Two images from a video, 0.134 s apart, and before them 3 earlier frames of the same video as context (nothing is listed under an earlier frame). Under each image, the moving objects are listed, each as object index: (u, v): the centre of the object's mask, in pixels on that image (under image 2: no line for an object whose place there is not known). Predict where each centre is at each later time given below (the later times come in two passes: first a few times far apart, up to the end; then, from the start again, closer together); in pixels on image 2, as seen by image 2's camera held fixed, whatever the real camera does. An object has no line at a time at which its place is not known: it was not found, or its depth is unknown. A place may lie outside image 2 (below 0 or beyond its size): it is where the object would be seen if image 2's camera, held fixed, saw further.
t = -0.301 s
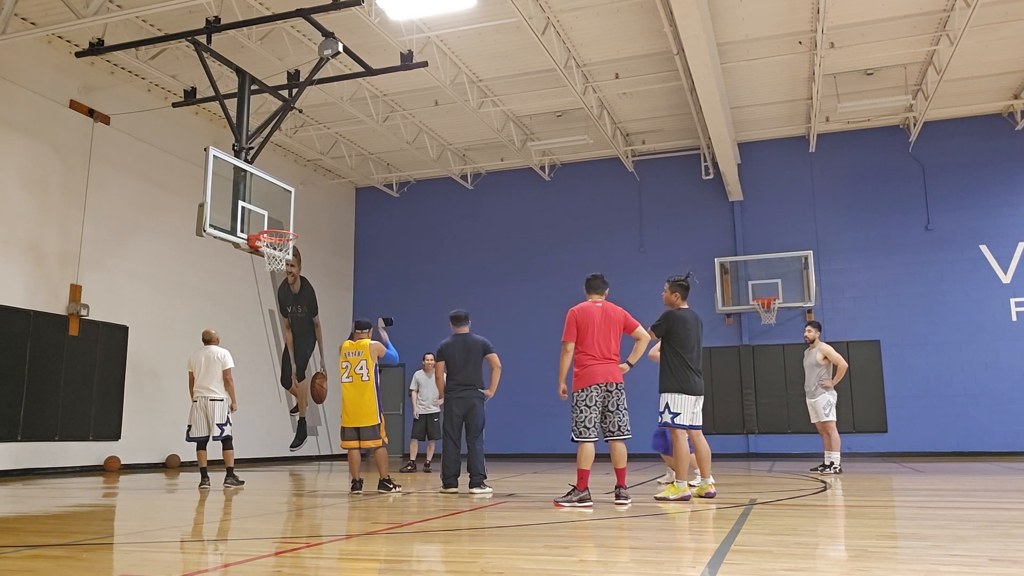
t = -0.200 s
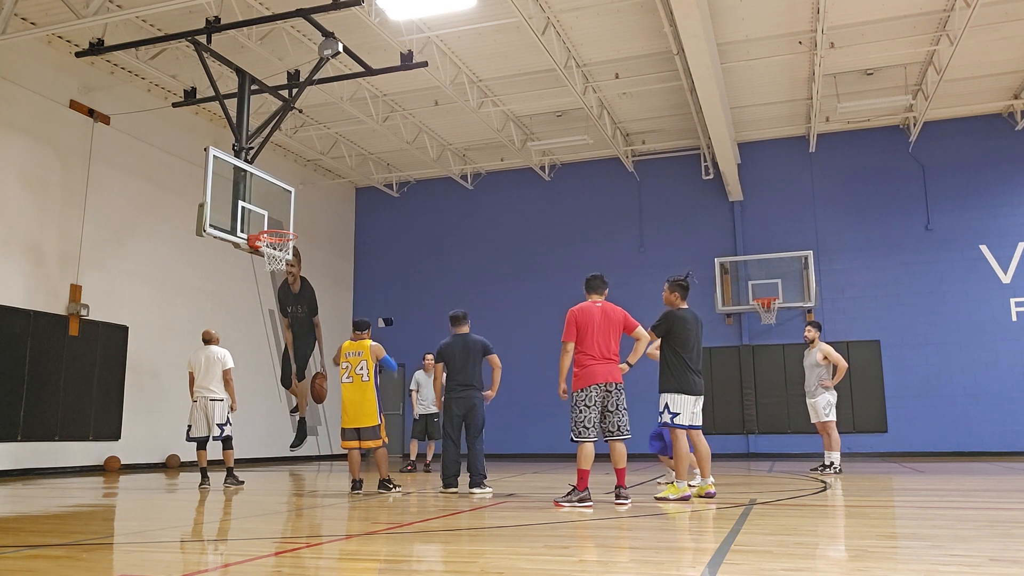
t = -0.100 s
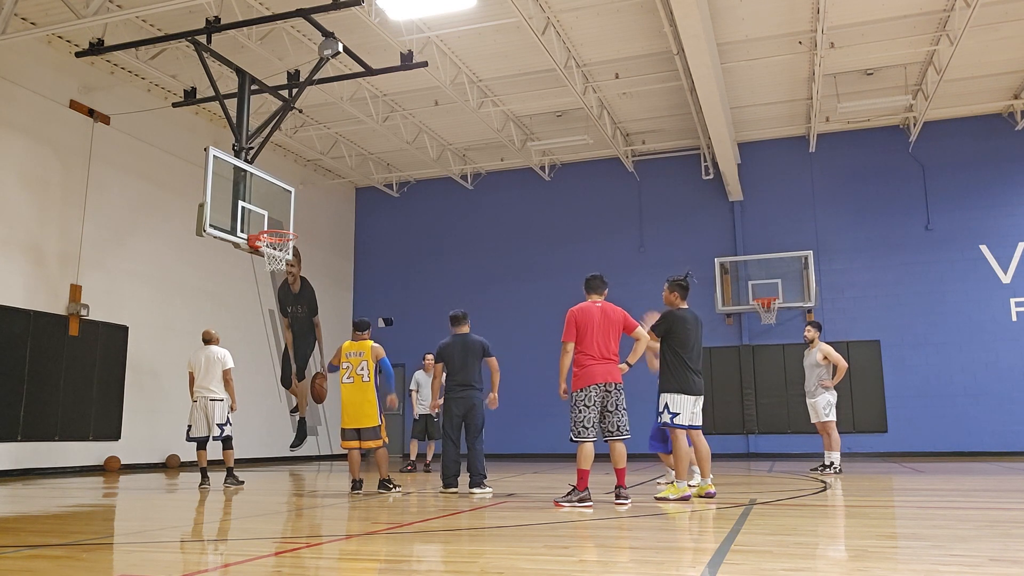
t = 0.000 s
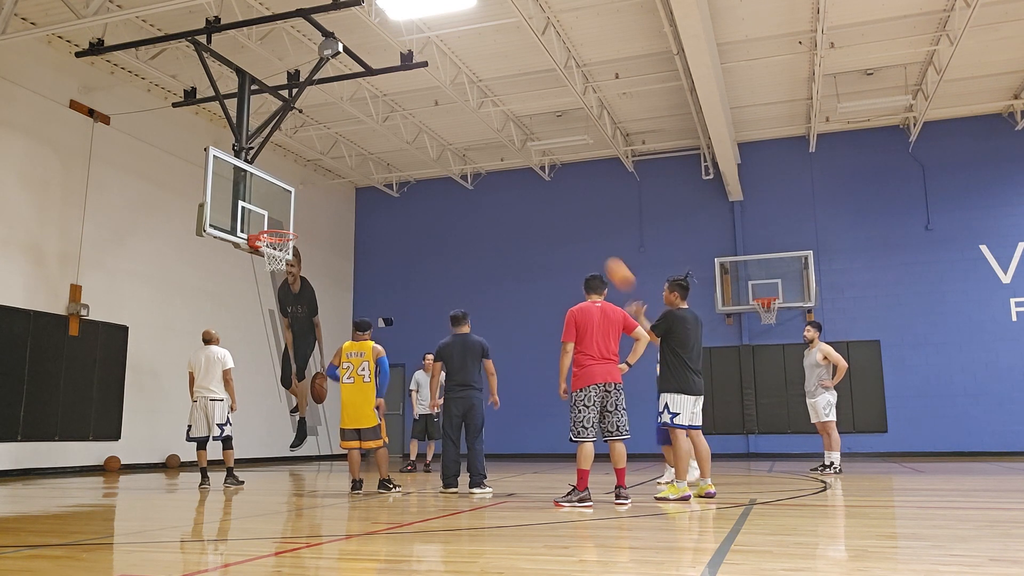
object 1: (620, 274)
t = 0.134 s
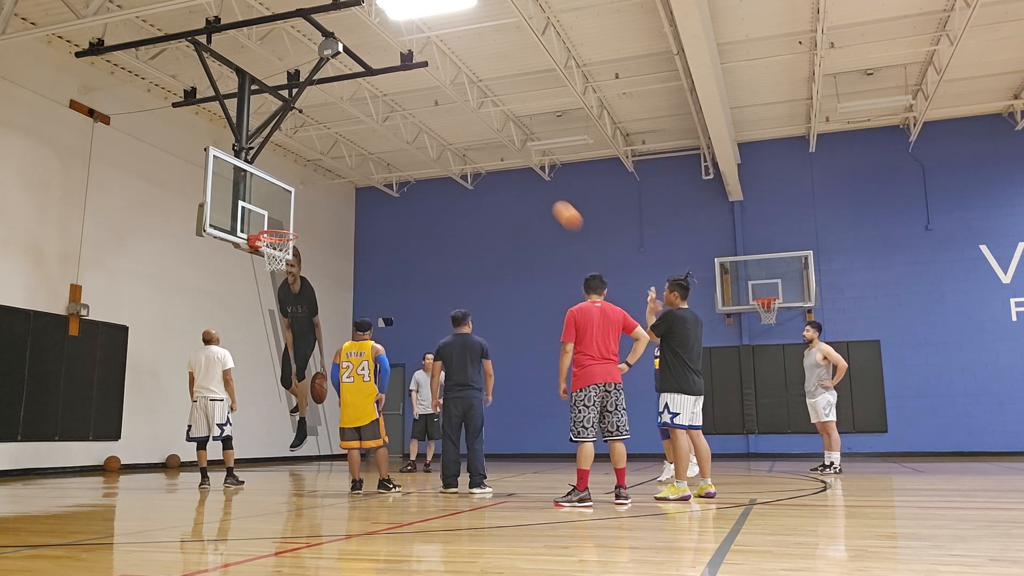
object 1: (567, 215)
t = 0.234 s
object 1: (531, 184)
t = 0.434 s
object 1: (464, 147)
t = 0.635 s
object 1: (405, 143)
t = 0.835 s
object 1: (348, 168)
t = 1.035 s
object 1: (292, 221)
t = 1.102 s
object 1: (276, 242)
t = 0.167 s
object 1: (555, 203)
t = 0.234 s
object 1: (531, 184)
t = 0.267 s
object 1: (520, 175)
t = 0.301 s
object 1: (509, 168)
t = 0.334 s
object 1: (497, 161)
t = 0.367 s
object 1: (486, 155)
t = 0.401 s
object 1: (475, 151)
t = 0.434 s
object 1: (464, 147)
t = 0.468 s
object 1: (455, 144)
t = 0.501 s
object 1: (444, 143)
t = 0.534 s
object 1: (435, 141)
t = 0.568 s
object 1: (424, 141)
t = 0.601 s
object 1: (415, 142)
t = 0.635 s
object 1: (405, 143)
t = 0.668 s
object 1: (395, 145)
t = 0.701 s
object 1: (385, 148)
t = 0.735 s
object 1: (376, 152)
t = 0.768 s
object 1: (367, 157)
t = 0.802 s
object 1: (357, 161)
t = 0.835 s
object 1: (348, 168)
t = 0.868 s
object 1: (339, 174)
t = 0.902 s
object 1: (330, 182)
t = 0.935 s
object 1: (321, 190)
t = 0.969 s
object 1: (311, 200)
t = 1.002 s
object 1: (302, 210)
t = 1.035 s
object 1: (292, 221)
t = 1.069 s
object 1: (283, 231)
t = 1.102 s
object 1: (276, 242)
